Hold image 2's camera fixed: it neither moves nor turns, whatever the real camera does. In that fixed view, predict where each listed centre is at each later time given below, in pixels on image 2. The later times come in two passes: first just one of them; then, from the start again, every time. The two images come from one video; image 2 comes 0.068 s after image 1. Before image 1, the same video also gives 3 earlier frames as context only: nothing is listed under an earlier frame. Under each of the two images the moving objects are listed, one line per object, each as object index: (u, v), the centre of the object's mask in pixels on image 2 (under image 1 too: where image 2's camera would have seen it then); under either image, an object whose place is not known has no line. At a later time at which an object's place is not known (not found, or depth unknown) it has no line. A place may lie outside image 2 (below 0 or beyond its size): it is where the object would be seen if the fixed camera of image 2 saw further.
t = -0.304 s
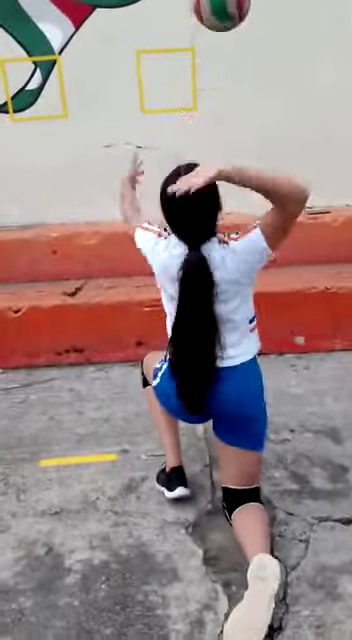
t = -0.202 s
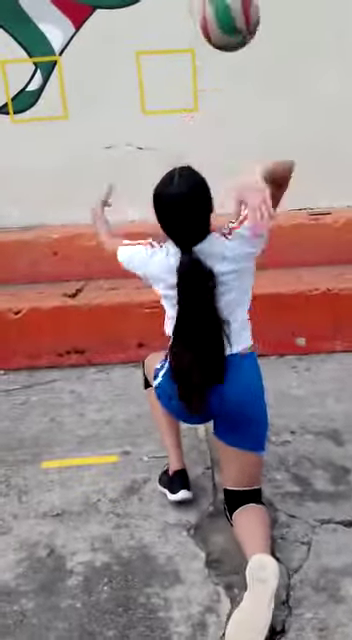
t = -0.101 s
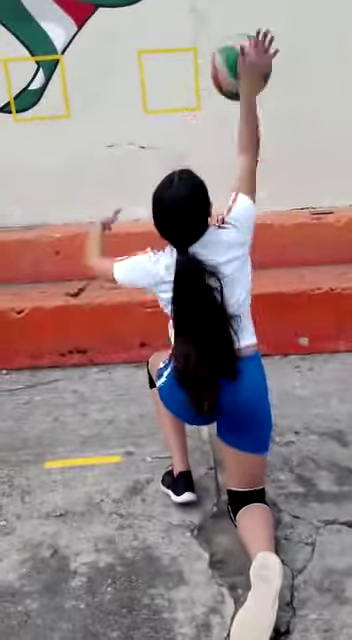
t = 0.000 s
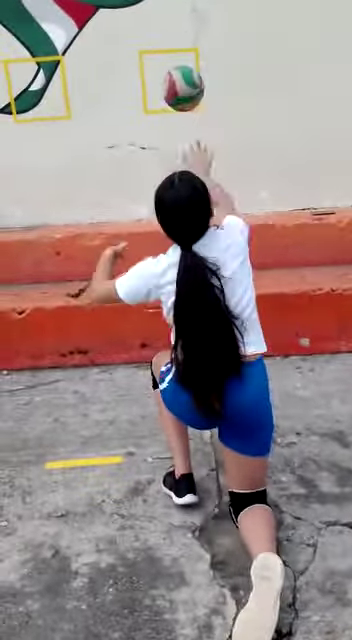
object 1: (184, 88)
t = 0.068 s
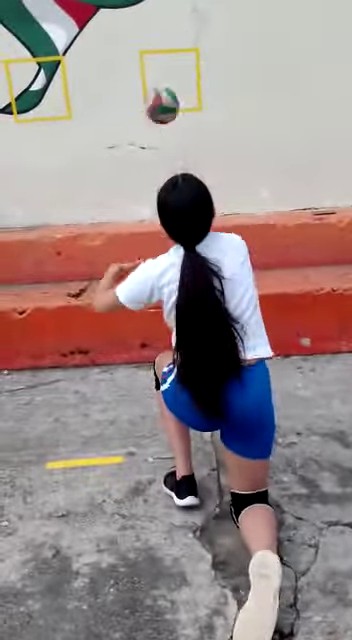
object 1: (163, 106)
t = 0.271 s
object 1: (126, 163)
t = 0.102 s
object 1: (153, 115)
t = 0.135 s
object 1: (148, 122)
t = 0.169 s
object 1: (143, 128)
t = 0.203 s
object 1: (138, 136)
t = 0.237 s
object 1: (132, 148)
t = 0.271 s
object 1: (126, 163)
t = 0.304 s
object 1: (121, 183)
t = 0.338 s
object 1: (113, 205)
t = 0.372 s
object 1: (106, 236)
